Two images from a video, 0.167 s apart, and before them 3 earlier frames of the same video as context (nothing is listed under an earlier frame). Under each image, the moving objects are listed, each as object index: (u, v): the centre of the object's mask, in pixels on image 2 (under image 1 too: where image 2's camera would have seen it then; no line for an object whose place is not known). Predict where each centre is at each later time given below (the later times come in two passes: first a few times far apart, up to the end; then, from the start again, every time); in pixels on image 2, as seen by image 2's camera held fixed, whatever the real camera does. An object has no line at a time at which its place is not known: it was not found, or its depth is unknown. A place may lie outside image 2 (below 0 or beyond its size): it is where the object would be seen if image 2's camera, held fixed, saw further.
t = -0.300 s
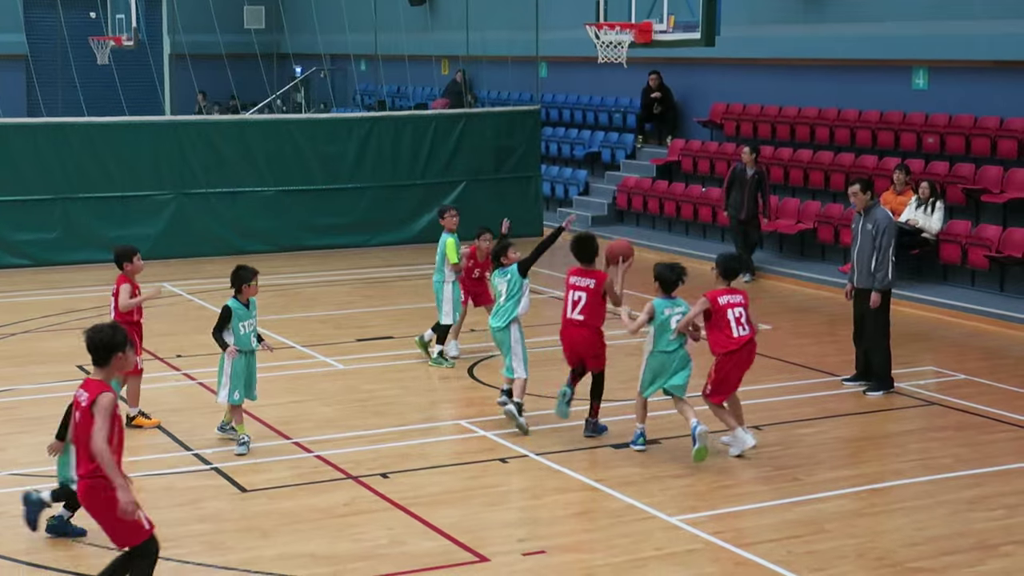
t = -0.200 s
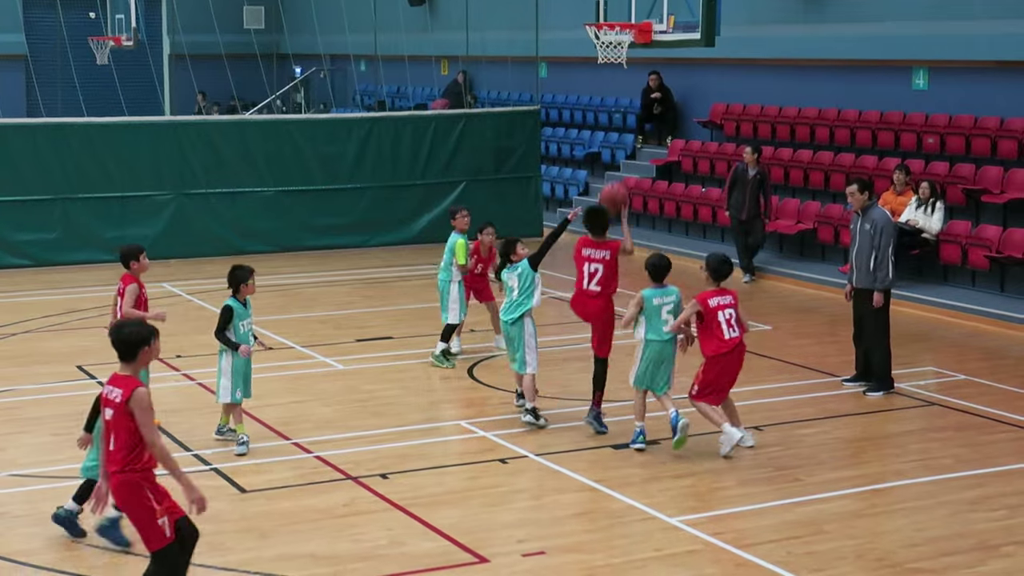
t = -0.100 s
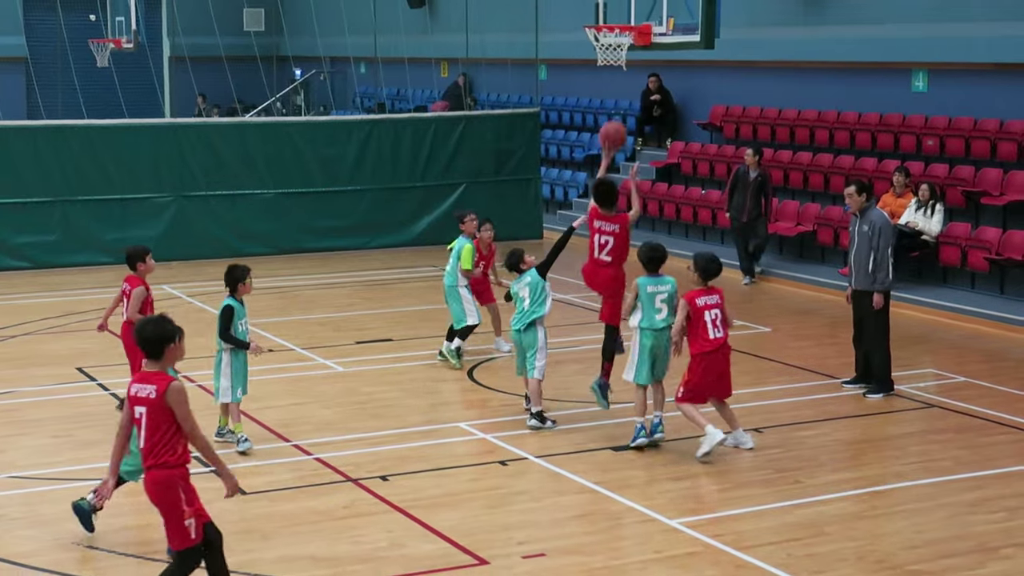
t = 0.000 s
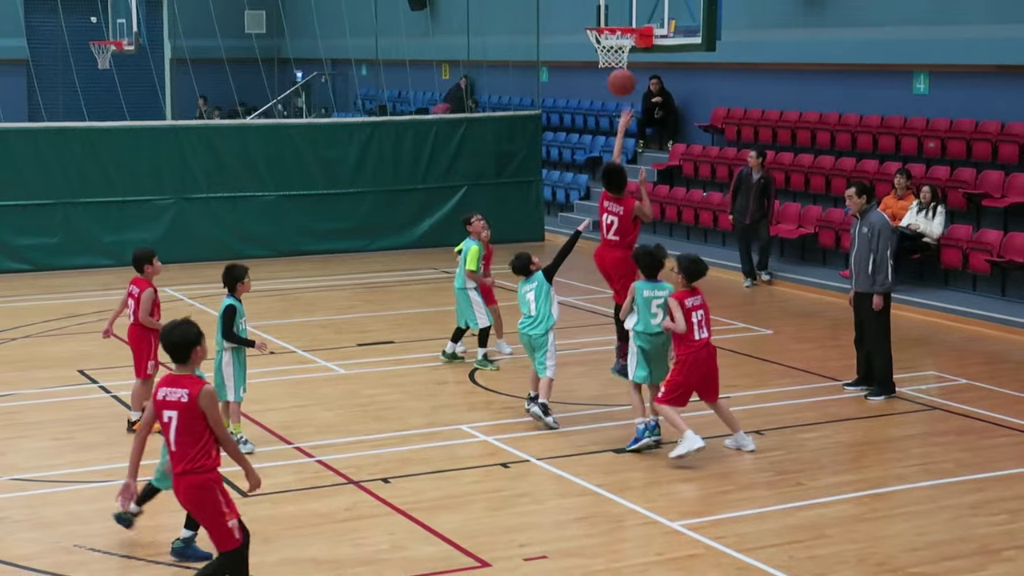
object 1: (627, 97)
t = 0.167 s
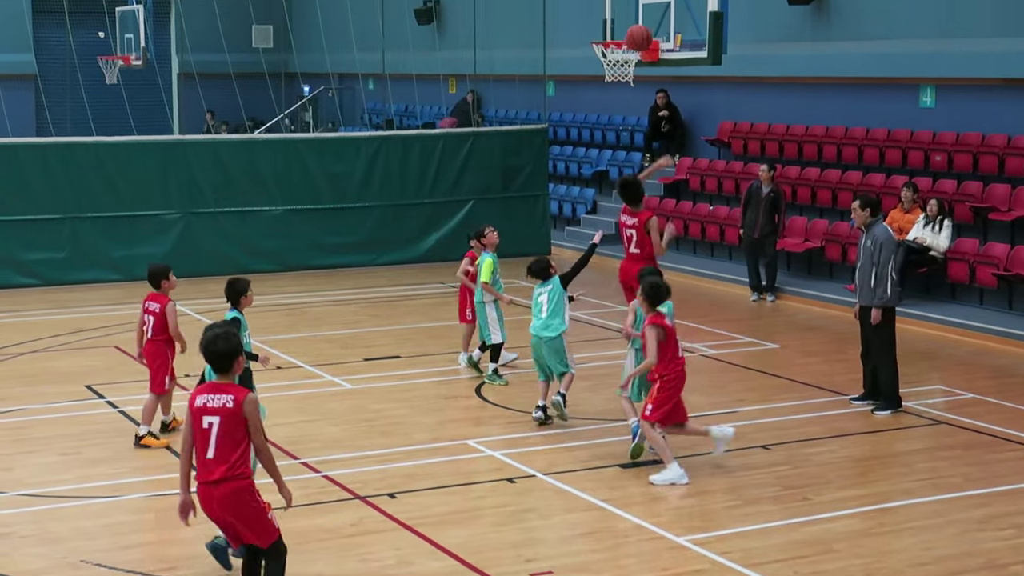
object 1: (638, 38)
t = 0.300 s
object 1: (646, 17)
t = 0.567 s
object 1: (632, 31)
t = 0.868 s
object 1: (601, 60)
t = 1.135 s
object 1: (625, 86)
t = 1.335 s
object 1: (633, 118)
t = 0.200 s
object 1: (640, 31)
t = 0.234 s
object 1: (642, 25)
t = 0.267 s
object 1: (644, 20)
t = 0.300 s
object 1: (646, 17)
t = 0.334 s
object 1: (648, 15)
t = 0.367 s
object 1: (650, 15)
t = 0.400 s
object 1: (652, 15)
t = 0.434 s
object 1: (654, 18)
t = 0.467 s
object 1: (655, 21)
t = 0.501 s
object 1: (647, 25)
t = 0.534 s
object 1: (639, 30)
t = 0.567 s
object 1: (632, 31)
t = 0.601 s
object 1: (624, 34)
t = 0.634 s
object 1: (618, 36)
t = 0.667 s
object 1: (611, 48)
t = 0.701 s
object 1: (604, 53)
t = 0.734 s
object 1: (599, 57)
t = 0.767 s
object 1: (596, 57)
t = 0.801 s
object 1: (597, 57)
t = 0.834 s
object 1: (598, 58)
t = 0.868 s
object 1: (601, 60)
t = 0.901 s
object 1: (605, 62)
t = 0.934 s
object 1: (609, 66)
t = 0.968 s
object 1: (612, 67)
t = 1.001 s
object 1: (615, 70)
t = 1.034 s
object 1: (618, 71)
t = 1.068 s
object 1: (621, 74)
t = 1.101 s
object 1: (624, 76)
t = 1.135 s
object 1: (625, 86)
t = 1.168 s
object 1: (627, 87)
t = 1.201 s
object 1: (629, 89)
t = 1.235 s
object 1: (630, 94)
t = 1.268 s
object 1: (631, 101)
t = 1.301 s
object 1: (633, 109)
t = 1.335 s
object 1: (633, 118)
